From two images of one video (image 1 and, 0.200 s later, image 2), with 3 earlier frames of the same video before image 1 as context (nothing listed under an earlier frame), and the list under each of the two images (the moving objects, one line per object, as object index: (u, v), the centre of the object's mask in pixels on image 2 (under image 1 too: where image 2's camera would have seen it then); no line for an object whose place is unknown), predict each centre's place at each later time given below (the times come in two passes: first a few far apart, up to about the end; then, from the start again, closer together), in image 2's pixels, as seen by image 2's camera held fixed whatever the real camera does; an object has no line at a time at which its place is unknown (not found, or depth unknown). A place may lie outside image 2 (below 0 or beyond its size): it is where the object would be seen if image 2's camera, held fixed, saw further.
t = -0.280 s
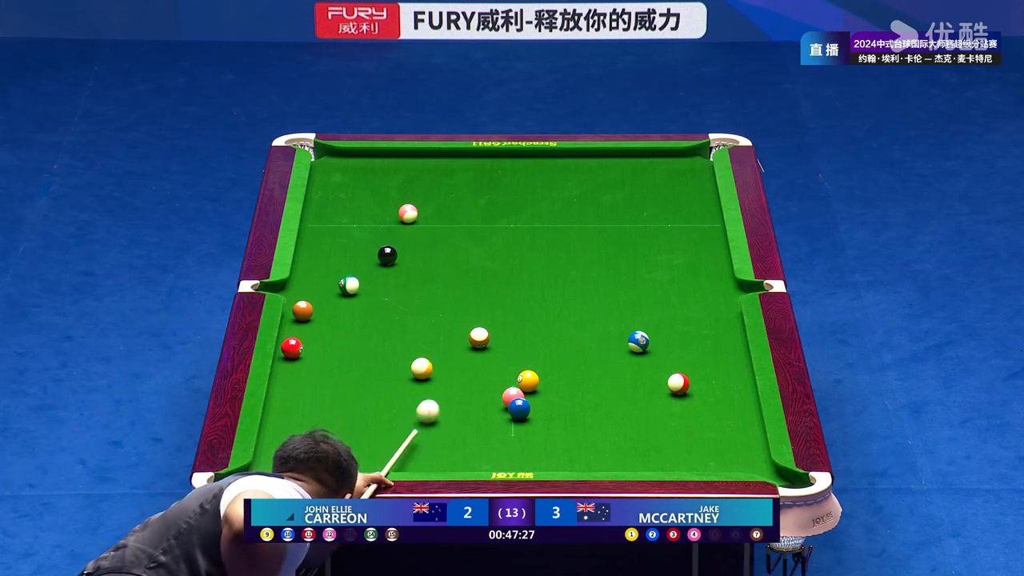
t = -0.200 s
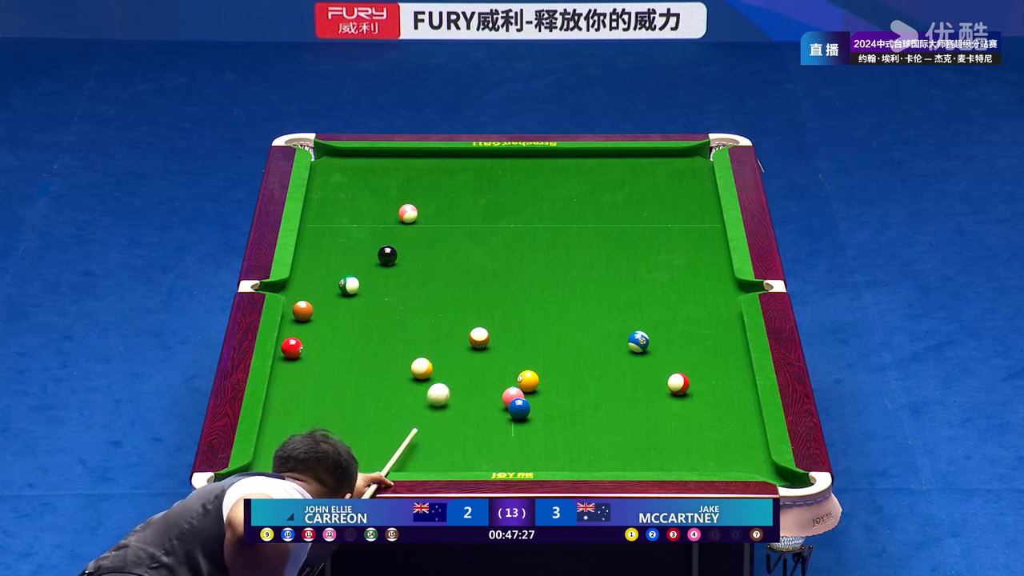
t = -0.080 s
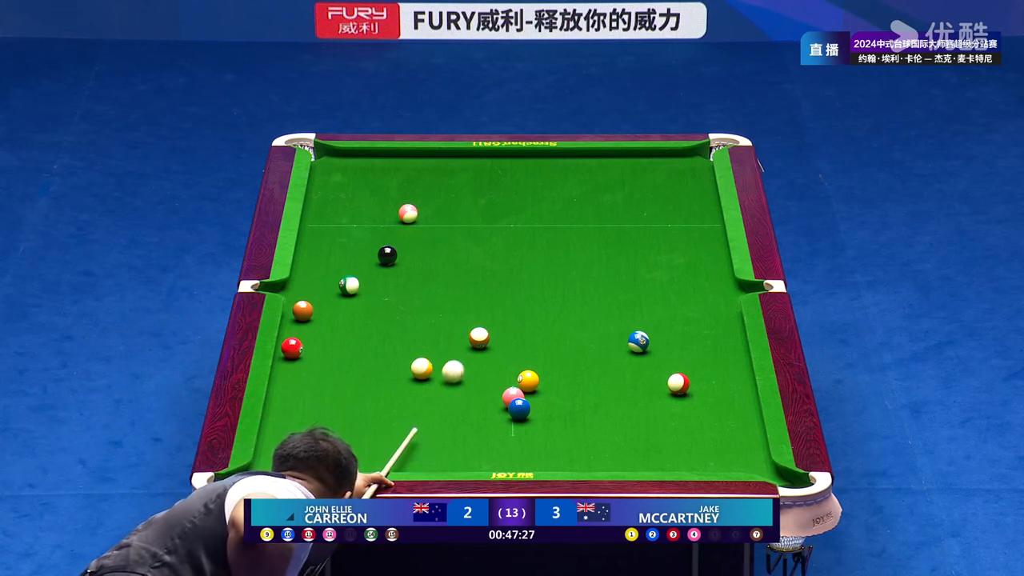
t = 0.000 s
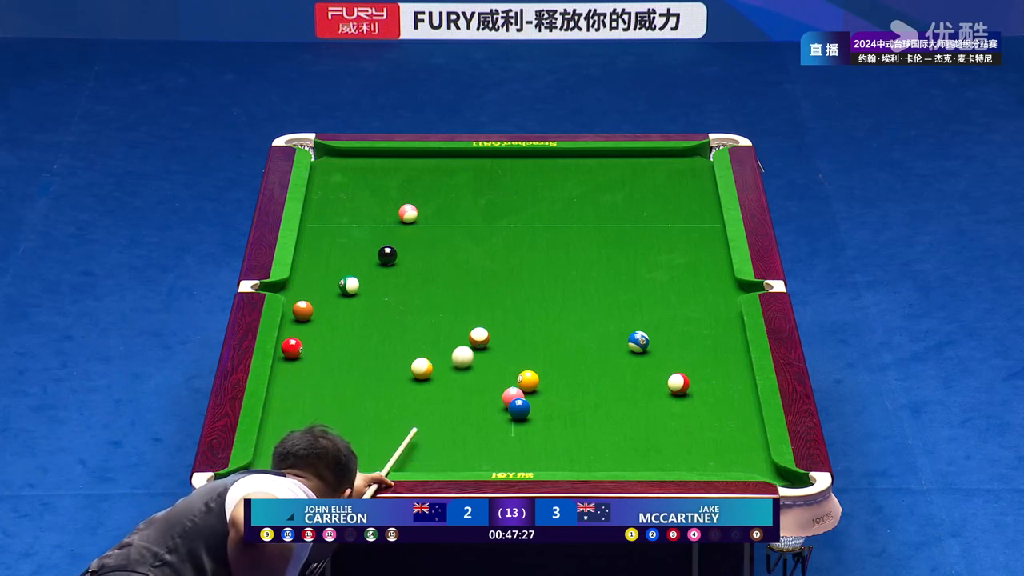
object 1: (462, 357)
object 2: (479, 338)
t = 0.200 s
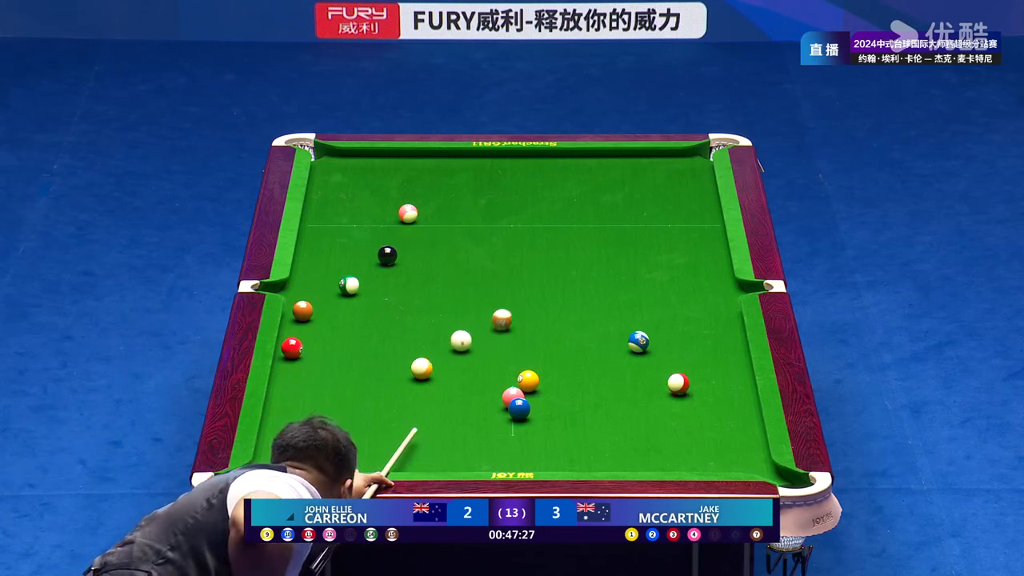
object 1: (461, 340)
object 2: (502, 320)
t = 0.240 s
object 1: (459, 338)
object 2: (507, 315)
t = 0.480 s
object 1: (451, 326)
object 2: (536, 292)
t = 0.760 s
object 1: (442, 313)
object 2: (566, 267)
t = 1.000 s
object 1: (435, 302)
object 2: (591, 248)
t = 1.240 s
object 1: (429, 293)
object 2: (614, 229)
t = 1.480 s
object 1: (424, 284)
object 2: (635, 213)
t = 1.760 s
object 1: (418, 276)
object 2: (659, 194)
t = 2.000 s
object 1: (413, 269)
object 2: (678, 179)
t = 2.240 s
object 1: (410, 263)
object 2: (696, 165)
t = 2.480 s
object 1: (406, 258)
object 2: (700, 153)
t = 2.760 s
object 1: (408, 254)
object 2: (704, 152)
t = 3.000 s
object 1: (409, 251)
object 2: (693, 152)
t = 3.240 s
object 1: (410, 249)
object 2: (692, 153)
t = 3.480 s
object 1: (411, 248)
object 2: (690, 154)
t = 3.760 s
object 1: (411, 247)
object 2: (690, 155)
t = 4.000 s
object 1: (412, 247)
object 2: (690, 155)
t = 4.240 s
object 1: (412, 247)
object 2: (690, 155)
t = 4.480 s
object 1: (412, 247)
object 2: (690, 155)
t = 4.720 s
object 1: (412, 247)
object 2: (690, 155)
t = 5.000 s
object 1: (412, 247)
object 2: (690, 155)
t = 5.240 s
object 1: (412, 247)
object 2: (690, 155)
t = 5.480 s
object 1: (412, 247)
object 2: (690, 155)
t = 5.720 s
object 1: (412, 247)
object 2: (690, 155)
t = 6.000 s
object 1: (412, 247)
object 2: (690, 155)
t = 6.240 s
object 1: (412, 247)
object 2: (690, 155)
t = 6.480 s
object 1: (412, 247)
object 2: (690, 155)
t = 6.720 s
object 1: (412, 247)
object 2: (690, 155)
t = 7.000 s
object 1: (412, 247)
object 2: (690, 155)
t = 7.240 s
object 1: (412, 247)
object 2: (690, 155)
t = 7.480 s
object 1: (412, 247)
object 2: (690, 155)
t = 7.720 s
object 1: (412, 247)
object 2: (690, 155)
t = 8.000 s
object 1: (412, 247)
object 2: (690, 155)
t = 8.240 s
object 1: (412, 247)
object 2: (690, 155)
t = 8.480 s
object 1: (412, 247)
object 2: (690, 155)
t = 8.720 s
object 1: (412, 247)
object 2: (690, 155)
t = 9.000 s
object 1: (412, 247)
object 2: (690, 155)
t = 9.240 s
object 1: (412, 247)
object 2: (690, 155)
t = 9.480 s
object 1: (412, 247)
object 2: (690, 155)
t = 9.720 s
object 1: (412, 247)
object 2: (690, 155)
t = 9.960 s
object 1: (412, 247)
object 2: (690, 155)
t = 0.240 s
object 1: (459, 338)
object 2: (507, 315)
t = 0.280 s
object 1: (458, 336)
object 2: (512, 311)
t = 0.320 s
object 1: (456, 334)
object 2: (517, 307)
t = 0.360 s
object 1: (455, 332)
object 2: (522, 304)
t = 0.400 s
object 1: (453, 330)
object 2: (527, 299)
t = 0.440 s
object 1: (452, 328)
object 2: (531, 296)
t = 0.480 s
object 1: (451, 326)
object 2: (536, 292)
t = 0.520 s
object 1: (449, 324)
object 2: (540, 288)
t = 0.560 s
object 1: (448, 322)
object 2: (545, 285)
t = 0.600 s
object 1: (447, 320)
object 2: (549, 281)
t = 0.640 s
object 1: (445, 318)
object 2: (553, 277)
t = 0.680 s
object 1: (444, 317)
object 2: (558, 274)
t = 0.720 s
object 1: (443, 315)
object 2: (562, 271)
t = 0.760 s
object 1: (442, 313)
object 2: (566, 267)
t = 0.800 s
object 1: (441, 311)
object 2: (571, 264)
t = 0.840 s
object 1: (439, 309)
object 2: (575, 261)
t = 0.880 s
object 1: (438, 308)
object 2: (579, 257)
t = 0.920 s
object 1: (437, 306)
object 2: (583, 254)
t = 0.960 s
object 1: (436, 304)
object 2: (586, 251)
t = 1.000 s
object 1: (435, 302)
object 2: (591, 248)
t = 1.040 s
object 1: (434, 301)
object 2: (595, 245)
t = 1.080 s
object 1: (433, 299)
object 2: (599, 242)
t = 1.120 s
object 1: (432, 298)
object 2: (603, 238)
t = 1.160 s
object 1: (431, 296)
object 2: (606, 235)
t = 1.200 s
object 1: (430, 295)
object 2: (610, 233)
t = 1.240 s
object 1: (429, 293)
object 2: (614, 229)
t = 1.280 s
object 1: (428, 292)
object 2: (618, 227)
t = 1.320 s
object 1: (427, 290)
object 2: (621, 224)
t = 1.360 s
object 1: (426, 289)
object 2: (625, 221)
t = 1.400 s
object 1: (426, 287)
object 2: (629, 218)
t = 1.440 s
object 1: (424, 286)
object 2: (632, 216)
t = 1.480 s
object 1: (424, 284)
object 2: (635, 213)
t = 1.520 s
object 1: (423, 283)
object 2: (639, 209)
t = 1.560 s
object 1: (422, 282)
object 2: (643, 207)
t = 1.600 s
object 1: (421, 280)
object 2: (646, 205)
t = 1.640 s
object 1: (420, 279)
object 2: (649, 202)
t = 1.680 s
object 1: (419, 278)
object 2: (653, 199)
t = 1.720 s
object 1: (419, 277)
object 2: (656, 197)
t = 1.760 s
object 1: (418, 276)
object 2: (659, 194)
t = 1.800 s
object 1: (417, 274)
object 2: (662, 191)
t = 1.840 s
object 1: (416, 273)
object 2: (666, 189)
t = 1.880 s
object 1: (416, 272)
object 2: (669, 187)
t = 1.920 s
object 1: (415, 271)
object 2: (672, 184)
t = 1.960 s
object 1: (414, 270)
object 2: (675, 182)
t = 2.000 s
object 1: (413, 269)
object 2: (678, 179)
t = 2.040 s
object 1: (413, 268)
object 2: (681, 176)
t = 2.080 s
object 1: (412, 267)
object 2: (684, 174)
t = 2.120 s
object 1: (411, 266)
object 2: (687, 172)
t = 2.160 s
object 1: (411, 265)
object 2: (690, 170)
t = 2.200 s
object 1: (410, 264)
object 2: (693, 167)
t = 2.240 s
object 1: (410, 263)
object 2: (696, 165)
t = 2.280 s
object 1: (409, 262)
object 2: (698, 163)
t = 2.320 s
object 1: (408, 261)
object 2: (701, 160)
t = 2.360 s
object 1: (407, 260)
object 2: (703, 158)
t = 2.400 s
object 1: (407, 259)
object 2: (702, 157)
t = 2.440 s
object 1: (406, 258)
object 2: (701, 155)
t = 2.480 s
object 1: (406, 258)
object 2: (700, 153)
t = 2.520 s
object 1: (406, 257)
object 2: (699, 151)
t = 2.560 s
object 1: (406, 256)
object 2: (702, 151)
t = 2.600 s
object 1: (406, 256)
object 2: (705, 152)
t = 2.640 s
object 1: (407, 255)
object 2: (707, 152)
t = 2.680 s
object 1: (407, 254)
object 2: (707, 153)
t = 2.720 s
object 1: (407, 254)
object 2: (705, 153)
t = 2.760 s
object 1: (408, 254)
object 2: (704, 152)
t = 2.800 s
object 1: (408, 253)
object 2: (702, 152)
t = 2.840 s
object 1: (408, 253)
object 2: (700, 152)
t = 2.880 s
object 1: (409, 252)
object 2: (698, 152)
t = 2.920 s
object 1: (409, 252)
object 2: (697, 152)
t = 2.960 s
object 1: (409, 251)
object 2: (695, 152)
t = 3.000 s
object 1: (409, 251)
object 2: (693, 152)
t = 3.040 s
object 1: (409, 251)
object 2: (693, 152)
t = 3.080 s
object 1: (410, 250)
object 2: (693, 152)
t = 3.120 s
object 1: (410, 250)
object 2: (692, 152)
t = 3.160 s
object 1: (410, 250)
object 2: (692, 153)
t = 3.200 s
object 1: (410, 249)
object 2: (692, 153)
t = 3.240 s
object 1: (410, 249)
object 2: (692, 153)
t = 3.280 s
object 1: (410, 249)
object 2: (691, 153)
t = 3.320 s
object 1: (411, 249)
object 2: (691, 154)
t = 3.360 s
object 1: (411, 248)
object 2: (691, 154)
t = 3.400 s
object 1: (411, 248)
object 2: (691, 154)
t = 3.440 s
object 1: (411, 248)
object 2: (690, 154)
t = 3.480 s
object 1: (411, 248)
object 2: (690, 154)
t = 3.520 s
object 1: (411, 248)
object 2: (690, 154)
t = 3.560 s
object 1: (411, 247)
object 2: (690, 155)
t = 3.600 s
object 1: (411, 247)
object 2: (690, 154)
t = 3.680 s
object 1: (411, 247)
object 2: (690, 155)
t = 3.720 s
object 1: (411, 247)
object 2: (690, 155)
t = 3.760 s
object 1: (411, 247)
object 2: (690, 155)
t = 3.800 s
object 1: (412, 247)
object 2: (690, 155)
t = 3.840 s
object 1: (412, 247)
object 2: (690, 155)
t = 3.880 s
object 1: (412, 247)
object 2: (690, 155)
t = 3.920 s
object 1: (412, 247)
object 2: (690, 155)
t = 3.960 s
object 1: (412, 247)
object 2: (690, 155)
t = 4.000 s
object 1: (412, 247)
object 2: (690, 155)
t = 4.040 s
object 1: (412, 247)
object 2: (690, 155)
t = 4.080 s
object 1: (412, 247)
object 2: (690, 155)
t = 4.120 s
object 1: (412, 247)
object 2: (690, 155)
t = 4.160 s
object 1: (412, 247)
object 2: (690, 155)
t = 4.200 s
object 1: (412, 247)
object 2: (690, 155)
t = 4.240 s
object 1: (412, 247)
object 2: (690, 155)
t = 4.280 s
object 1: (412, 247)
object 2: (690, 155)
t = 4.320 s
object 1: (412, 247)
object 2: (690, 155)
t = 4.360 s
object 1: (412, 247)
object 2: (690, 155)
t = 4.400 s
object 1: (412, 247)
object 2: (690, 155)
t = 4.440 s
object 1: (412, 247)
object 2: (690, 155)
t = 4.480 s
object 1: (412, 247)
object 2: (690, 155)
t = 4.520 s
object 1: (412, 247)
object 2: (690, 155)
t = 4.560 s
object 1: (412, 247)
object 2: (690, 155)
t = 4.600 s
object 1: (412, 247)
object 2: (690, 155)
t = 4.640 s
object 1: (412, 247)
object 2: (690, 155)
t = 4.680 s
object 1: (412, 247)
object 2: (690, 155)
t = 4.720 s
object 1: (412, 247)
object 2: (690, 155)
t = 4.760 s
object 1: (412, 247)
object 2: (690, 155)
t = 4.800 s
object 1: (412, 247)
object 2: (690, 155)
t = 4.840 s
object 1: (412, 247)
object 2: (690, 155)
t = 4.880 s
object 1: (412, 247)
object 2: (690, 155)
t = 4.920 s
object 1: (412, 247)
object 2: (690, 155)
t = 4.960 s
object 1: (412, 247)
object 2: (690, 155)
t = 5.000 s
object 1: (412, 247)
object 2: (690, 155)
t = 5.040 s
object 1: (412, 247)
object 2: (690, 155)
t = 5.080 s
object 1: (412, 247)
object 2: (690, 155)
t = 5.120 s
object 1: (412, 247)
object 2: (690, 155)
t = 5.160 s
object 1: (412, 247)
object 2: (690, 155)
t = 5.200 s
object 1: (412, 247)
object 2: (690, 155)
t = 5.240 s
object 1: (412, 247)
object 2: (690, 155)
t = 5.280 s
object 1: (412, 247)
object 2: (690, 155)
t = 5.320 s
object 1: (412, 247)
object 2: (690, 155)
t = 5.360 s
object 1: (412, 247)
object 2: (690, 155)
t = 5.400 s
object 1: (412, 247)
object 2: (690, 155)
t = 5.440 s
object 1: (412, 247)
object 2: (690, 155)
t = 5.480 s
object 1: (412, 247)
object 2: (690, 155)
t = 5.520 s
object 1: (412, 247)
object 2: (690, 155)
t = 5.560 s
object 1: (412, 247)
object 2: (690, 155)
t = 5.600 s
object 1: (412, 247)
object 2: (690, 155)
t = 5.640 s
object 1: (412, 247)
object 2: (690, 155)
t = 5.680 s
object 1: (412, 247)
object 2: (690, 155)
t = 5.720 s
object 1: (412, 247)
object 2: (690, 155)
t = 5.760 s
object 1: (412, 247)
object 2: (690, 155)
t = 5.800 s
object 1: (412, 247)
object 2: (690, 155)
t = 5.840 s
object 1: (412, 247)
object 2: (690, 155)
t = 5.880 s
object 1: (412, 247)
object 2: (690, 155)
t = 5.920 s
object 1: (412, 247)
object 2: (690, 155)
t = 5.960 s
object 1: (412, 247)
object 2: (690, 155)
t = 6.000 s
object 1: (412, 247)
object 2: (690, 155)
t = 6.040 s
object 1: (412, 247)
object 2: (690, 155)
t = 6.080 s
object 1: (412, 247)
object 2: (690, 155)
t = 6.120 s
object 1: (412, 247)
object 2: (690, 155)
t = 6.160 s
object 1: (412, 247)
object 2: (690, 155)
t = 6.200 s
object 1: (412, 247)
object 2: (690, 155)
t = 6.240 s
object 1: (412, 247)
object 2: (690, 155)
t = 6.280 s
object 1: (412, 247)
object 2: (690, 155)
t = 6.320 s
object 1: (412, 247)
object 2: (690, 155)
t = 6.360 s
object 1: (412, 247)
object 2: (690, 155)
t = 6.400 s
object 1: (412, 247)
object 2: (690, 155)
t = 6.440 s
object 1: (412, 247)
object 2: (690, 155)
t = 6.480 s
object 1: (412, 247)
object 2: (690, 155)
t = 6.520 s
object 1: (412, 247)
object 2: (690, 155)
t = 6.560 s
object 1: (412, 247)
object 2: (690, 155)
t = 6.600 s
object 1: (412, 247)
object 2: (690, 155)
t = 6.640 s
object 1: (412, 247)
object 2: (690, 155)
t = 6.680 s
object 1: (412, 247)
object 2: (690, 155)
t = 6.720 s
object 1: (412, 247)
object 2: (690, 155)
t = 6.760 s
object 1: (412, 247)
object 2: (690, 155)
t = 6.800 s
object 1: (412, 247)
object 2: (690, 155)
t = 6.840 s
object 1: (412, 247)
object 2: (690, 155)
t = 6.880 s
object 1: (412, 247)
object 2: (690, 155)
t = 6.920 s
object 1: (412, 247)
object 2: (690, 155)
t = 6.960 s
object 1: (412, 247)
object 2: (690, 155)
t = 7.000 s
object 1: (412, 247)
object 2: (690, 155)
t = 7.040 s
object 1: (412, 247)
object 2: (690, 155)
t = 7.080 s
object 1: (412, 247)
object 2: (690, 155)
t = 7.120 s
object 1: (412, 247)
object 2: (690, 155)
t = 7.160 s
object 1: (412, 247)
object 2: (690, 155)
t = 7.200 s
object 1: (412, 247)
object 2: (690, 155)
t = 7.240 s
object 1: (412, 247)
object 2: (690, 155)
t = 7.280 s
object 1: (412, 247)
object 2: (690, 155)
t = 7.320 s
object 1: (412, 247)
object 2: (690, 155)
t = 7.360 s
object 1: (412, 247)
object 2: (690, 155)
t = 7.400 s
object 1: (412, 247)
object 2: (690, 155)
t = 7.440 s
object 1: (412, 247)
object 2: (690, 155)
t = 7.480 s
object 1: (412, 247)
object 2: (690, 155)
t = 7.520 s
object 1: (412, 247)
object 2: (690, 155)
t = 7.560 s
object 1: (412, 247)
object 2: (690, 155)
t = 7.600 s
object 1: (412, 247)
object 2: (690, 155)
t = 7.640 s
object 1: (412, 247)
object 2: (690, 155)
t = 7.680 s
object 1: (412, 247)
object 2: (690, 155)
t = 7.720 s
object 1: (412, 247)
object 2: (690, 155)
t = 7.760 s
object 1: (412, 247)
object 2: (690, 155)
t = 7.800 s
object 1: (412, 247)
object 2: (690, 155)
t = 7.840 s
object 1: (412, 247)
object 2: (690, 155)
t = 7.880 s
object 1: (412, 247)
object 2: (690, 155)
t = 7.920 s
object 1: (412, 247)
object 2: (690, 155)
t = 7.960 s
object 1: (412, 247)
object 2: (690, 155)
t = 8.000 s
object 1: (412, 247)
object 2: (690, 155)
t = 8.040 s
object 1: (412, 247)
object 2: (690, 155)
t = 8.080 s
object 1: (412, 247)
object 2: (690, 155)
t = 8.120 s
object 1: (412, 247)
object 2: (690, 155)
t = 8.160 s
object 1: (412, 247)
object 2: (690, 155)
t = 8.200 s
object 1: (412, 247)
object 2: (690, 155)
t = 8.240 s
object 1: (412, 247)
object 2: (690, 155)
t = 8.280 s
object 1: (412, 247)
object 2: (690, 155)
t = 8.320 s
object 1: (412, 247)
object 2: (690, 155)
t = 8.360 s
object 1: (412, 247)
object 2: (690, 155)
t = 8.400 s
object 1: (412, 247)
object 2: (690, 155)
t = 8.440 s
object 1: (412, 247)
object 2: (690, 155)
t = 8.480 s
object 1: (412, 247)
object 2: (690, 155)
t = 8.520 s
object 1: (412, 247)
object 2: (690, 155)
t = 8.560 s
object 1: (412, 247)
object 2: (690, 155)
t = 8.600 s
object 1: (412, 247)
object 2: (690, 155)
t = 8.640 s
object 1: (412, 247)
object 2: (690, 155)
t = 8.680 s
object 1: (412, 247)
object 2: (690, 155)
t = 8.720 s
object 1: (412, 247)
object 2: (690, 155)
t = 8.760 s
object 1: (412, 247)
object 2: (690, 155)
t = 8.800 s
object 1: (412, 247)
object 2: (690, 155)
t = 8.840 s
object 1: (412, 247)
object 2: (690, 155)
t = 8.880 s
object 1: (412, 247)
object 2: (690, 155)
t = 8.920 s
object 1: (412, 247)
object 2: (690, 155)
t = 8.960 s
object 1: (412, 247)
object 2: (690, 155)
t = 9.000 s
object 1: (412, 247)
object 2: (690, 155)
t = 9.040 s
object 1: (412, 247)
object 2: (690, 155)
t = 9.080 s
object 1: (412, 247)
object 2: (690, 155)
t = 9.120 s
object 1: (412, 247)
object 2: (690, 154)
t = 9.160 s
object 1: (412, 247)
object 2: (690, 155)
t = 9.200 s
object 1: (412, 247)
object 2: (690, 155)
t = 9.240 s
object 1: (412, 247)
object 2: (690, 155)
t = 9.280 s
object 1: (412, 247)
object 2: (690, 155)
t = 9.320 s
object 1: (412, 247)
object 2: (690, 155)
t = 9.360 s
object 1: (412, 247)
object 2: (690, 155)
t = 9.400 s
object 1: (412, 247)
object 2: (690, 155)
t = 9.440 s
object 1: (412, 247)
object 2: (690, 155)
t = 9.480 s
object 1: (412, 247)
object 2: (690, 155)
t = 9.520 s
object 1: (412, 247)
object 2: (690, 155)
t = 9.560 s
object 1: (412, 247)
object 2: (690, 155)
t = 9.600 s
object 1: (412, 247)
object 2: (690, 155)
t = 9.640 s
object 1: (412, 247)
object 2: (690, 155)
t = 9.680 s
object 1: (412, 247)
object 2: (690, 155)
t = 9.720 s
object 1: (412, 247)
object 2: (690, 155)
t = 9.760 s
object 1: (412, 247)
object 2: (690, 155)
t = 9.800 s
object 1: (412, 247)
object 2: (690, 155)
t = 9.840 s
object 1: (412, 247)
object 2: (690, 155)
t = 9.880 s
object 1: (412, 247)
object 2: (690, 155)
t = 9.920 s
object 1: (412, 247)
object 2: (690, 155)
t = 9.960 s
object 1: (412, 247)
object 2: (690, 155)
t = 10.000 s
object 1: (412, 247)
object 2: (690, 155)
